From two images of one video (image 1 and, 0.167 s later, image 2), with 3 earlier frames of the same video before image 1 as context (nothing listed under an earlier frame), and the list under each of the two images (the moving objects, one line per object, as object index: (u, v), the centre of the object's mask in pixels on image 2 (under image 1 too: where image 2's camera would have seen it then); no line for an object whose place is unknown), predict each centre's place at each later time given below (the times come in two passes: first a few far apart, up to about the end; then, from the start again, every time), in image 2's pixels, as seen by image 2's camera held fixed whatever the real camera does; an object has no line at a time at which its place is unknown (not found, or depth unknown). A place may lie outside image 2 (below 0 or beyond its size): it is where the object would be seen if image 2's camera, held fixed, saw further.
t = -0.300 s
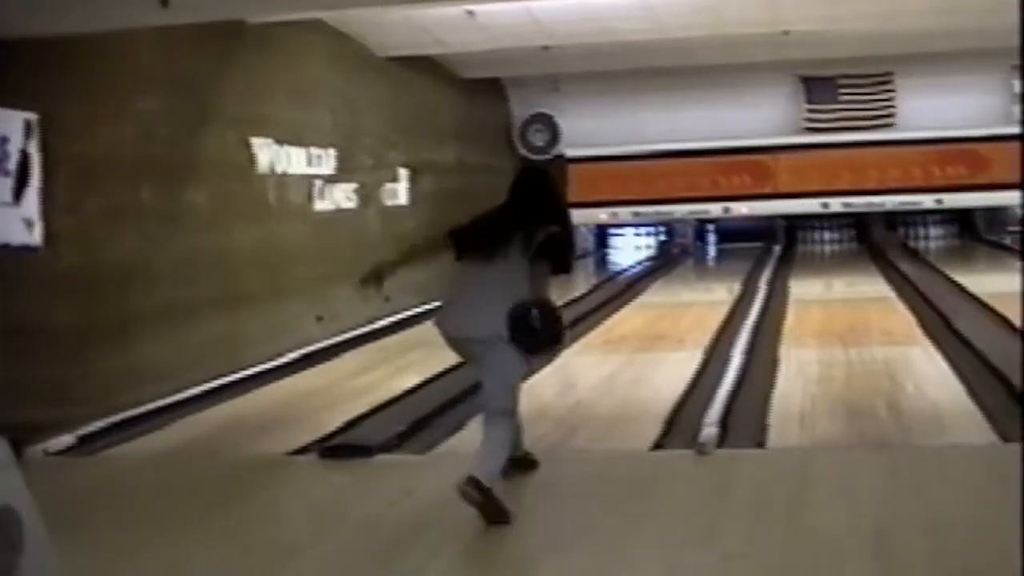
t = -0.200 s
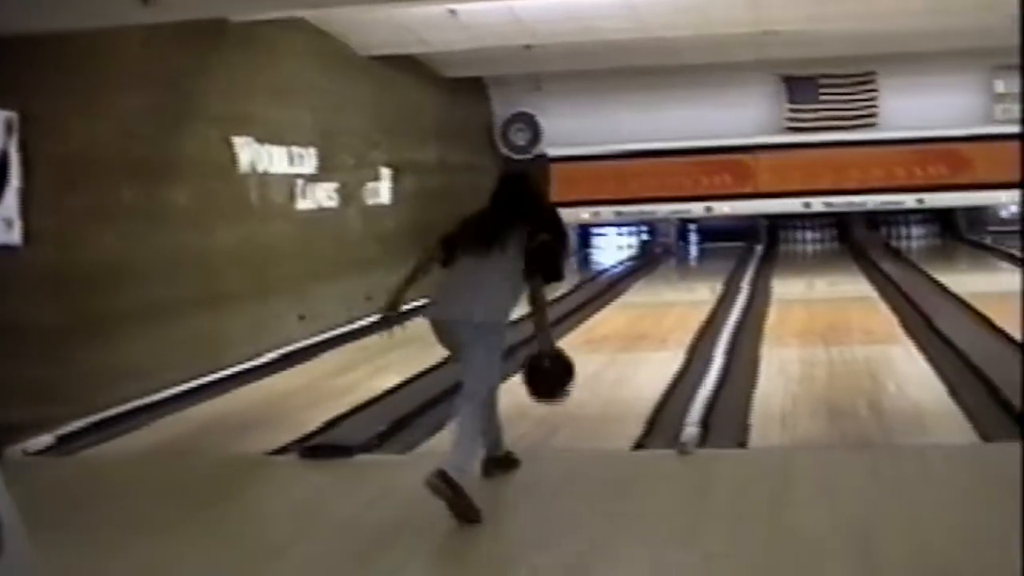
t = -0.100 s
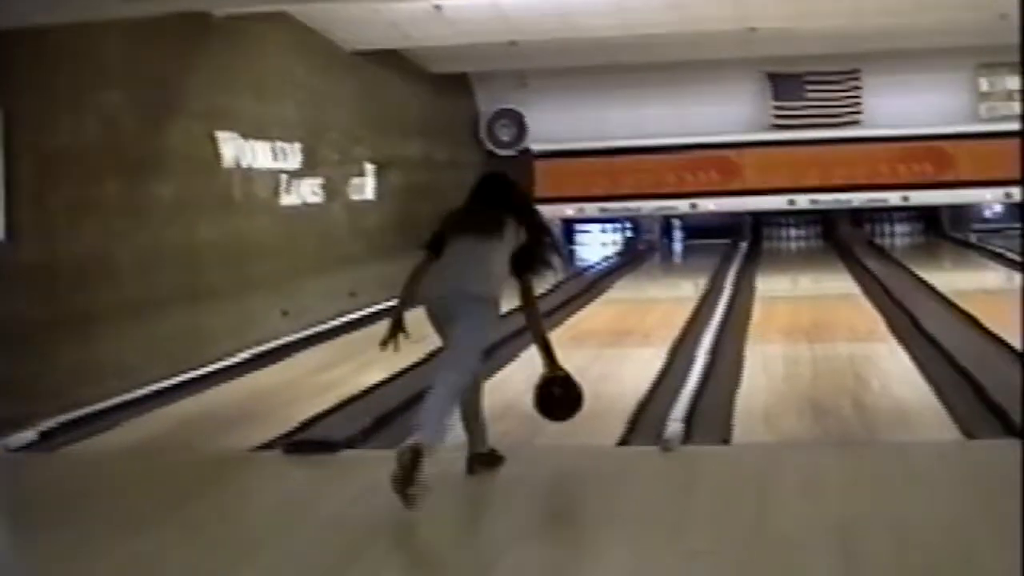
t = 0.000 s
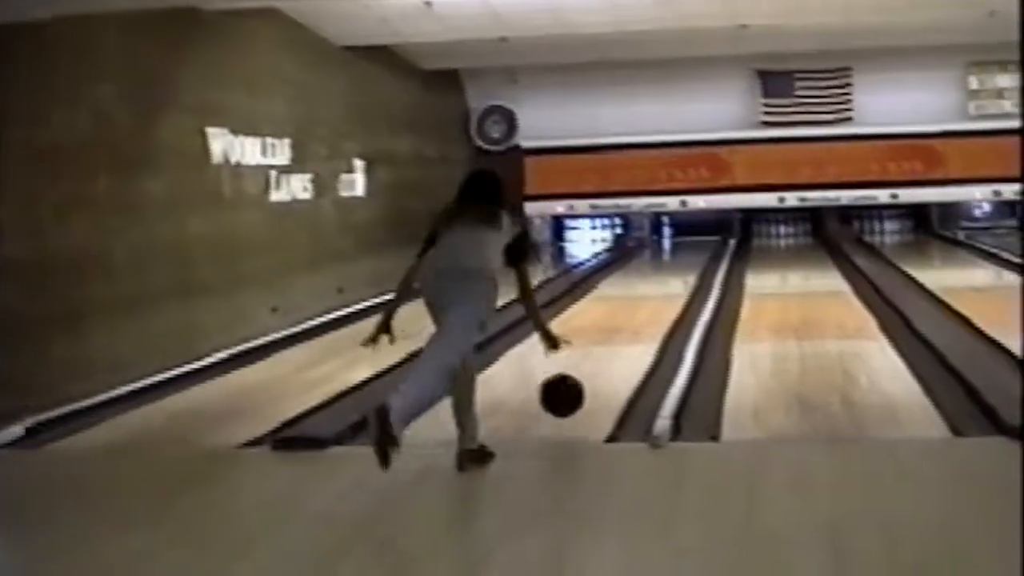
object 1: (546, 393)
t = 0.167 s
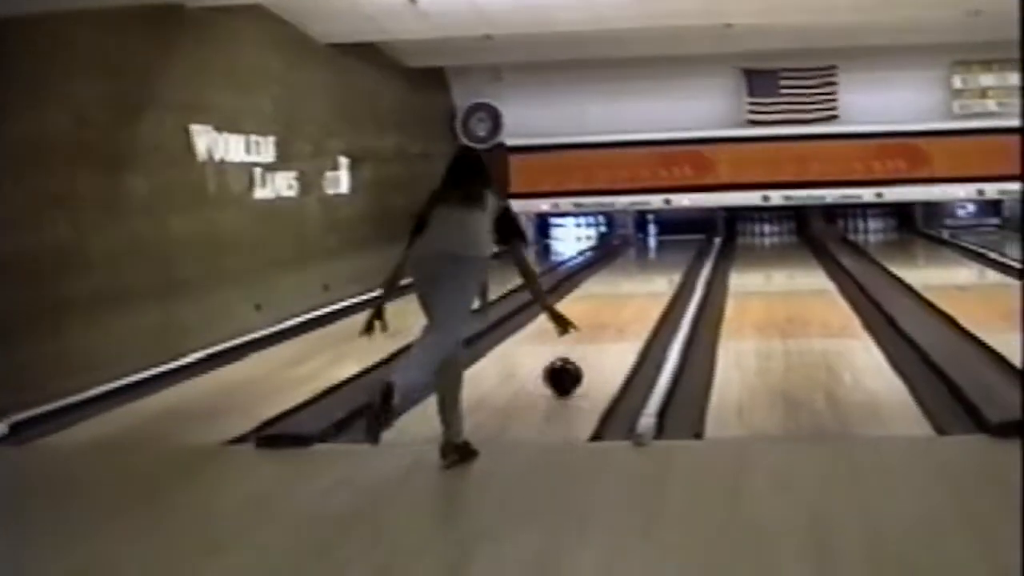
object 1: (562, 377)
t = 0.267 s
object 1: (569, 361)
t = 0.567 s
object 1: (586, 325)
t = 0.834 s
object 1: (596, 303)
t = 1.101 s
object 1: (603, 286)
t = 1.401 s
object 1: (609, 274)
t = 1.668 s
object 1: (612, 264)
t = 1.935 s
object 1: (616, 256)
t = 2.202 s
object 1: (619, 250)
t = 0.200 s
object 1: (565, 371)
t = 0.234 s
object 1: (567, 366)
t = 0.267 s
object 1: (569, 361)
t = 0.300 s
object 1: (571, 356)
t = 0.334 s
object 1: (573, 352)
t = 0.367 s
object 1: (575, 347)
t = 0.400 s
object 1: (577, 344)
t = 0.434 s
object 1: (580, 339)
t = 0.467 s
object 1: (581, 335)
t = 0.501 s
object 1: (583, 331)
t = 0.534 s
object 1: (584, 328)
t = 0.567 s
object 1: (586, 325)
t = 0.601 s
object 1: (587, 322)
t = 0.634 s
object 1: (588, 319)
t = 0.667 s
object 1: (590, 316)
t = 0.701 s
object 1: (591, 313)
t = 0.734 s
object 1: (592, 310)
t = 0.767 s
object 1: (593, 307)
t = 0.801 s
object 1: (594, 305)
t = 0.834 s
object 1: (596, 303)
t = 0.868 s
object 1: (597, 300)
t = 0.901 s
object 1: (597, 299)
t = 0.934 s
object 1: (598, 296)
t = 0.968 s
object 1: (599, 294)
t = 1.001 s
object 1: (600, 292)
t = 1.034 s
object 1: (601, 290)
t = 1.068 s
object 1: (602, 288)
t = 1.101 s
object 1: (603, 286)
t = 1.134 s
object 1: (604, 285)
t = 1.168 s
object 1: (604, 283)
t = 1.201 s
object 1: (605, 282)
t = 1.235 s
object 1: (606, 280)
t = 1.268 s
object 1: (607, 279)
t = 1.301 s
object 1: (608, 277)
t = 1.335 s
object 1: (608, 277)
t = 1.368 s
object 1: (608, 275)
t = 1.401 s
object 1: (609, 274)
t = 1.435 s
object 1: (609, 273)
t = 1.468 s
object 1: (610, 271)
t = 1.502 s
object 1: (610, 269)
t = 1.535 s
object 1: (610, 268)
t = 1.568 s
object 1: (611, 267)
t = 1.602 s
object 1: (611, 267)
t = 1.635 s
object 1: (612, 266)
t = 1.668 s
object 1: (612, 264)
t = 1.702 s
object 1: (613, 263)
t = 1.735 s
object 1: (614, 262)
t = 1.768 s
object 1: (614, 262)
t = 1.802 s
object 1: (614, 260)
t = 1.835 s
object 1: (614, 259)
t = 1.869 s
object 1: (615, 259)
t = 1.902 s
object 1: (615, 258)
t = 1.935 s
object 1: (616, 256)
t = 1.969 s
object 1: (616, 256)
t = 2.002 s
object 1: (616, 255)
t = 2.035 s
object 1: (617, 254)
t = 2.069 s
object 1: (617, 255)
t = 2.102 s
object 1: (617, 254)
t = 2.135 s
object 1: (617, 253)
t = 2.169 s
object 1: (618, 252)
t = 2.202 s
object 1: (619, 250)
